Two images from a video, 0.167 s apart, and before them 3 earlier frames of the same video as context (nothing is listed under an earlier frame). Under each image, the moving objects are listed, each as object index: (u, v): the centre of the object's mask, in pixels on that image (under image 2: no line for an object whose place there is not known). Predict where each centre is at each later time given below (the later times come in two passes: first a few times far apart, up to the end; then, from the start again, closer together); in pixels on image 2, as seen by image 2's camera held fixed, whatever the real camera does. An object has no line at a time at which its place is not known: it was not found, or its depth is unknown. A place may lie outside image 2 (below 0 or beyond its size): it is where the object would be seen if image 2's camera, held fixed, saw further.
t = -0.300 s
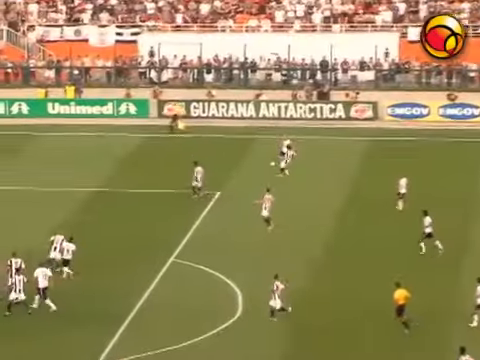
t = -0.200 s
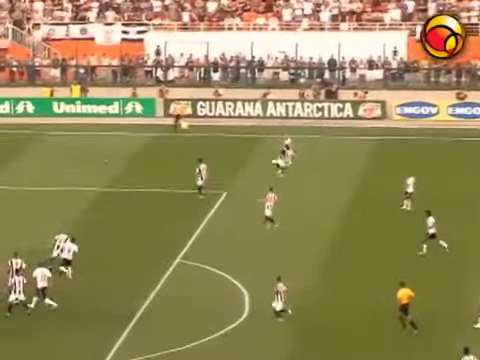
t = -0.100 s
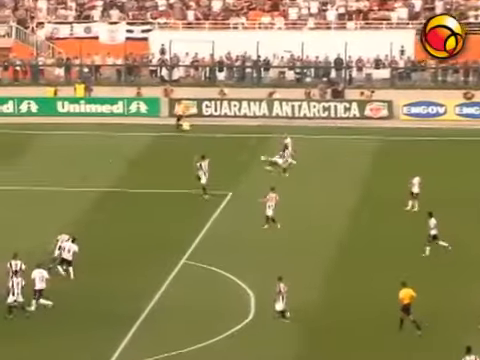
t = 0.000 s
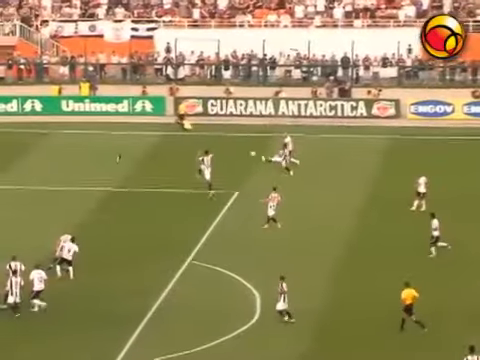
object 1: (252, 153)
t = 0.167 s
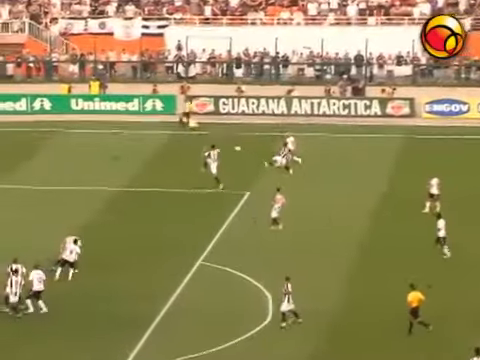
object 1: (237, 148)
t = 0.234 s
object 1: (226, 146)
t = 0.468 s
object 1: (189, 143)
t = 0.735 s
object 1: (148, 144)
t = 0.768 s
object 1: (144, 144)
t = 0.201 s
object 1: (231, 147)
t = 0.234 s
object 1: (226, 146)
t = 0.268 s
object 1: (221, 146)
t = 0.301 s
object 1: (218, 146)
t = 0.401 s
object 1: (198, 144)
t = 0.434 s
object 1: (194, 143)
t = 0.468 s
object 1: (189, 143)
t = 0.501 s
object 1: (184, 143)
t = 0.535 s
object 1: (179, 143)
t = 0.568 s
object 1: (174, 143)
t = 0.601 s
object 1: (169, 143)
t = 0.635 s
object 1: (164, 143)
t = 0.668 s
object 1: (159, 143)
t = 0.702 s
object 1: (154, 143)
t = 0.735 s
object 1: (148, 144)
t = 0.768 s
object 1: (144, 144)
